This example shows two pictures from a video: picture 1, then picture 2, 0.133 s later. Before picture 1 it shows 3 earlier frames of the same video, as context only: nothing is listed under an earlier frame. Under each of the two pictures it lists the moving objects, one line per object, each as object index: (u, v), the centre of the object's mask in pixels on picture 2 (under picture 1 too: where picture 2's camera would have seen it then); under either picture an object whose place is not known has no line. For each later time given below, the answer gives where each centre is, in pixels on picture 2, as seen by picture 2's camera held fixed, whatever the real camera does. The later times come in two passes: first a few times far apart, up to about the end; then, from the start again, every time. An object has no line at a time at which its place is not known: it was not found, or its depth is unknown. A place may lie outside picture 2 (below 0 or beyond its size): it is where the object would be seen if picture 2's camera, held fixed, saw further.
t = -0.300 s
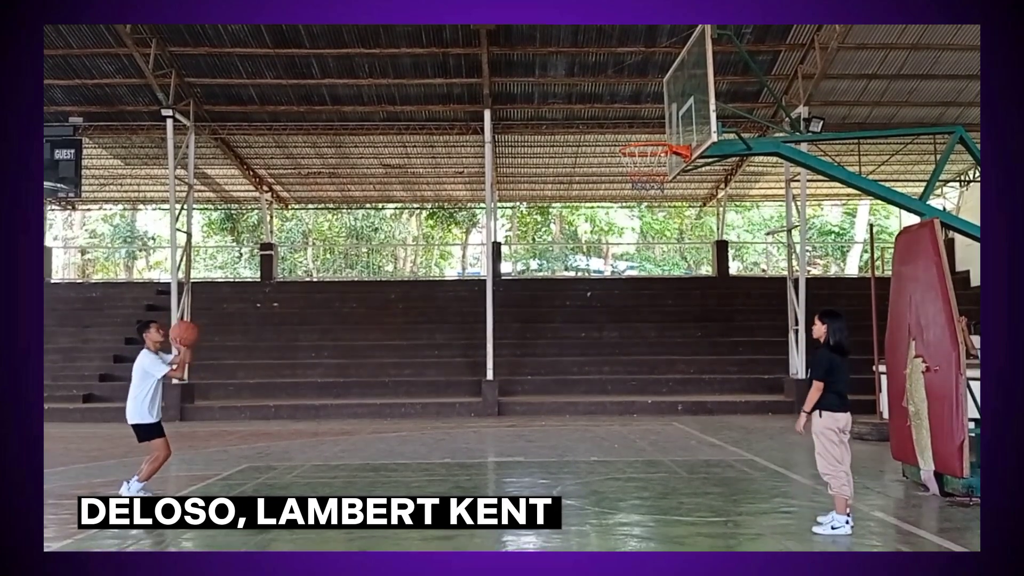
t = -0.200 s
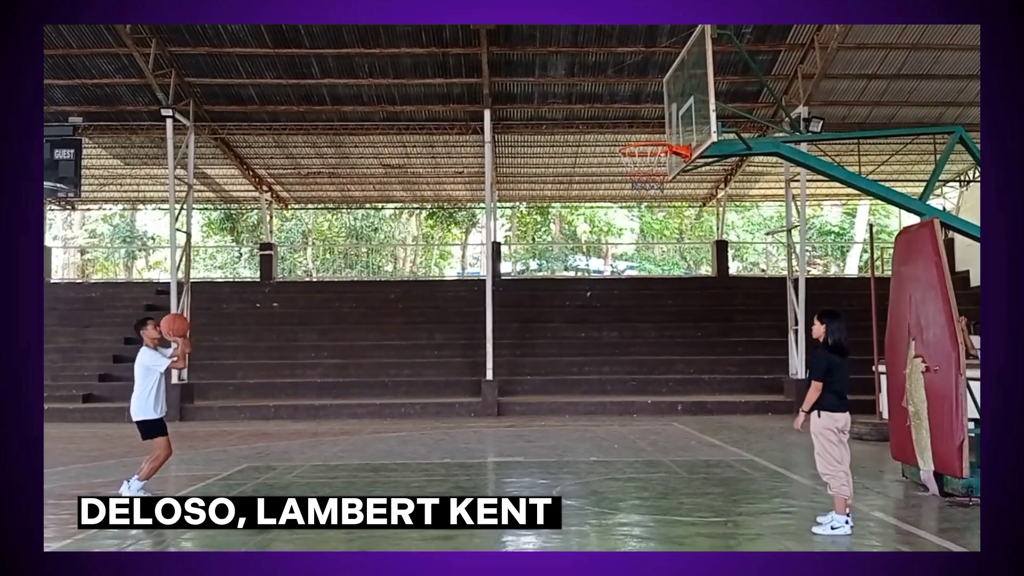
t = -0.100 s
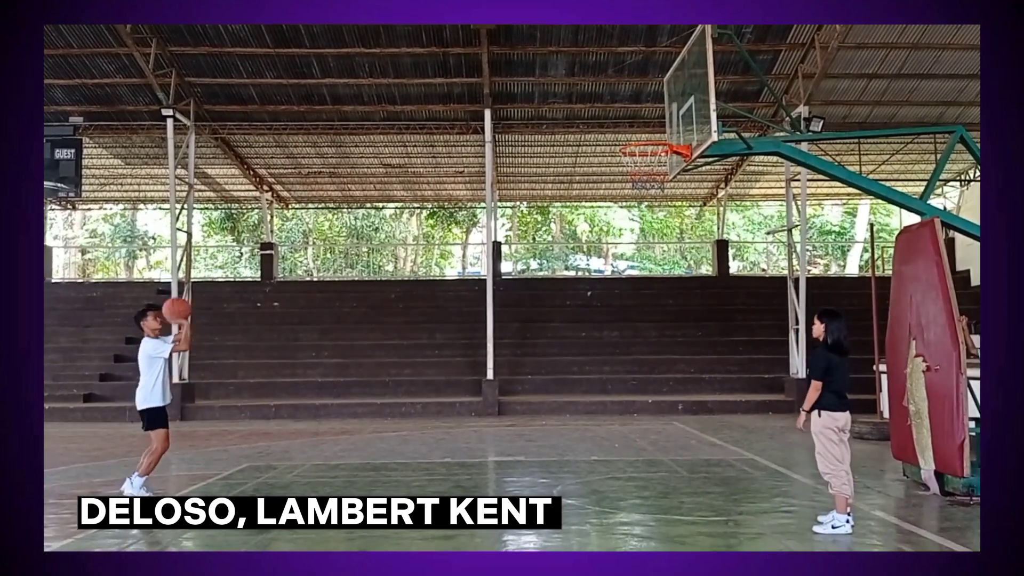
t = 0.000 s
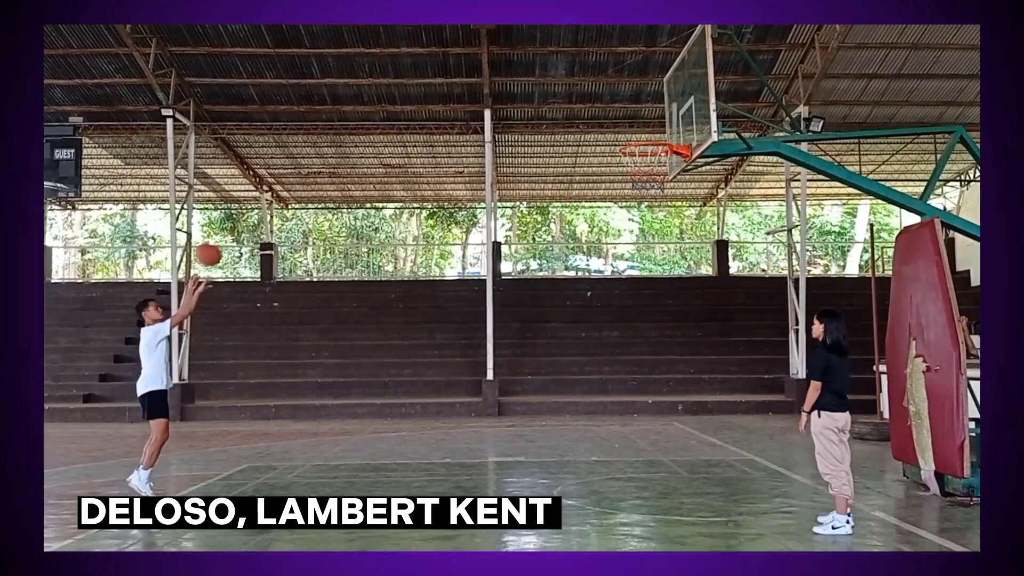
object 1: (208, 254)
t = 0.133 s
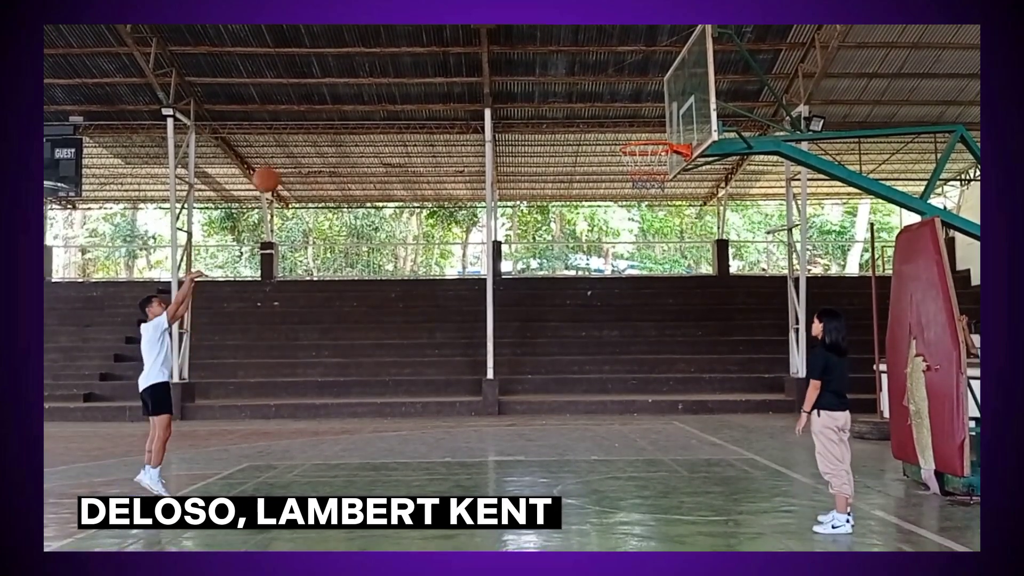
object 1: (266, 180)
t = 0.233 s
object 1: (308, 135)
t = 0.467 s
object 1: (405, 75)
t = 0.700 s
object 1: (502, 70)
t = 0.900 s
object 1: (587, 111)
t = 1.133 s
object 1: (641, 119)
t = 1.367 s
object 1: (677, 131)
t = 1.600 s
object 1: (646, 128)
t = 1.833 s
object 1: (641, 152)
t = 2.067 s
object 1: (662, 178)
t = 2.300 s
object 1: (671, 215)
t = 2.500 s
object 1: (681, 299)
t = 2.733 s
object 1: (699, 467)
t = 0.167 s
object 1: (280, 164)
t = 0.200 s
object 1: (294, 149)
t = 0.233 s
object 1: (308, 135)
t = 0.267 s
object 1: (322, 123)
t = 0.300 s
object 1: (336, 113)
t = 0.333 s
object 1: (350, 103)
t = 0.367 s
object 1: (364, 94)
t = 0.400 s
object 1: (378, 87)
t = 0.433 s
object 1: (392, 80)
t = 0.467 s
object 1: (405, 75)
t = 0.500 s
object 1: (420, 71)
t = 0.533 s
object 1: (433, 68)
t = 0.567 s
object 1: (447, 66)
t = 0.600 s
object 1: (461, 66)
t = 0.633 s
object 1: (476, 67)
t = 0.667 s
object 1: (489, 68)
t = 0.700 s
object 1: (502, 70)
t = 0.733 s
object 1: (517, 74)
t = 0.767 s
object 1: (531, 79)
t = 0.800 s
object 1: (544, 85)
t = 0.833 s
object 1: (558, 92)
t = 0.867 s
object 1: (572, 101)
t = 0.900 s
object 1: (587, 111)
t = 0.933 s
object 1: (600, 122)
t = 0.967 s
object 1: (615, 133)
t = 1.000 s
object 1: (622, 135)
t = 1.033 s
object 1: (627, 130)
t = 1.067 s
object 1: (632, 126)
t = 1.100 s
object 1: (637, 122)
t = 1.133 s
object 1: (641, 119)
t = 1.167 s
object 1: (646, 118)
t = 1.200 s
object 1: (651, 119)
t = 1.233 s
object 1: (656, 120)
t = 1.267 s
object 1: (661, 122)
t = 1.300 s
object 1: (665, 125)
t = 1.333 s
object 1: (671, 129)
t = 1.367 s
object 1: (677, 131)
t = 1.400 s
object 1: (674, 127)
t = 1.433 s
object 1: (670, 125)
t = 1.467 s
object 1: (665, 123)
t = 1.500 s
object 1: (660, 123)
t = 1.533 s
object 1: (655, 124)
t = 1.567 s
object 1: (651, 126)
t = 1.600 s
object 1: (646, 128)
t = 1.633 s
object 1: (641, 132)
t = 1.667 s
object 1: (638, 135)
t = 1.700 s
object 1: (639, 136)
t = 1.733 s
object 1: (640, 137)
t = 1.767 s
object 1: (640, 139)
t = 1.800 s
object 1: (640, 144)
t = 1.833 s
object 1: (641, 152)
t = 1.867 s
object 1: (644, 155)
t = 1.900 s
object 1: (648, 157)
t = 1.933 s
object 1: (652, 159)
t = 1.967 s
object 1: (654, 163)
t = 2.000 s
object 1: (658, 170)
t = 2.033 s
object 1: (660, 177)
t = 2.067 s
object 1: (662, 178)
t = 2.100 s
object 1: (663, 179)
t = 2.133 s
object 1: (664, 182)
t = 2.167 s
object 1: (666, 186)
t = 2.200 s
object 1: (667, 191)
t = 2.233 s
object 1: (669, 198)
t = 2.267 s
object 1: (670, 205)
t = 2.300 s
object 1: (671, 215)
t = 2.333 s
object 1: (673, 225)
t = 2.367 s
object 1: (674, 237)
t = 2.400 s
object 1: (676, 250)
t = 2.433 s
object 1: (678, 265)
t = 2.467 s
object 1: (679, 282)
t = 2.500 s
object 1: (681, 299)
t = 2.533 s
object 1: (683, 318)
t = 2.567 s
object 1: (685, 338)
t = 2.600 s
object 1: (688, 360)
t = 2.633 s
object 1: (690, 384)
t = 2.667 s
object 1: (693, 409)
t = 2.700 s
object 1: (695, 438)
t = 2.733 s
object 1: (699, 467)
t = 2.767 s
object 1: (701, 493)
